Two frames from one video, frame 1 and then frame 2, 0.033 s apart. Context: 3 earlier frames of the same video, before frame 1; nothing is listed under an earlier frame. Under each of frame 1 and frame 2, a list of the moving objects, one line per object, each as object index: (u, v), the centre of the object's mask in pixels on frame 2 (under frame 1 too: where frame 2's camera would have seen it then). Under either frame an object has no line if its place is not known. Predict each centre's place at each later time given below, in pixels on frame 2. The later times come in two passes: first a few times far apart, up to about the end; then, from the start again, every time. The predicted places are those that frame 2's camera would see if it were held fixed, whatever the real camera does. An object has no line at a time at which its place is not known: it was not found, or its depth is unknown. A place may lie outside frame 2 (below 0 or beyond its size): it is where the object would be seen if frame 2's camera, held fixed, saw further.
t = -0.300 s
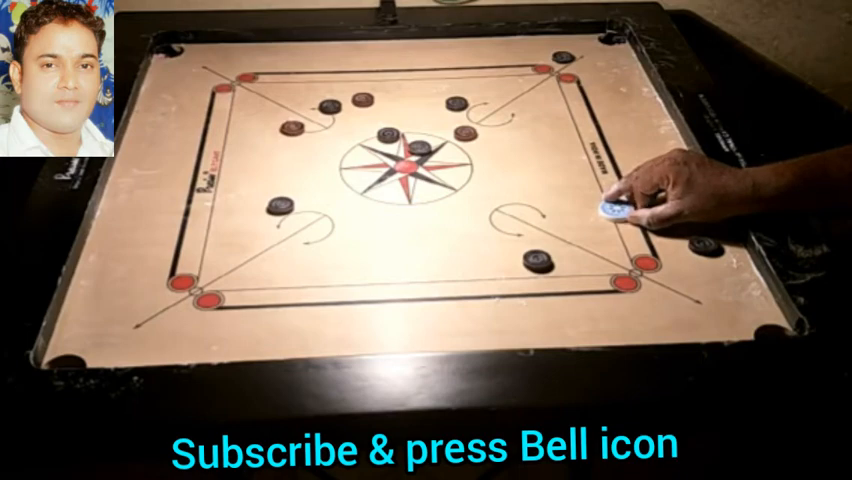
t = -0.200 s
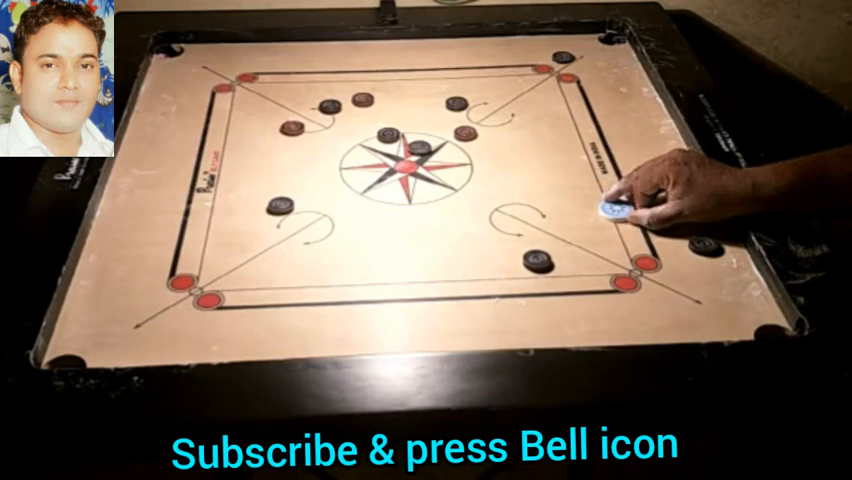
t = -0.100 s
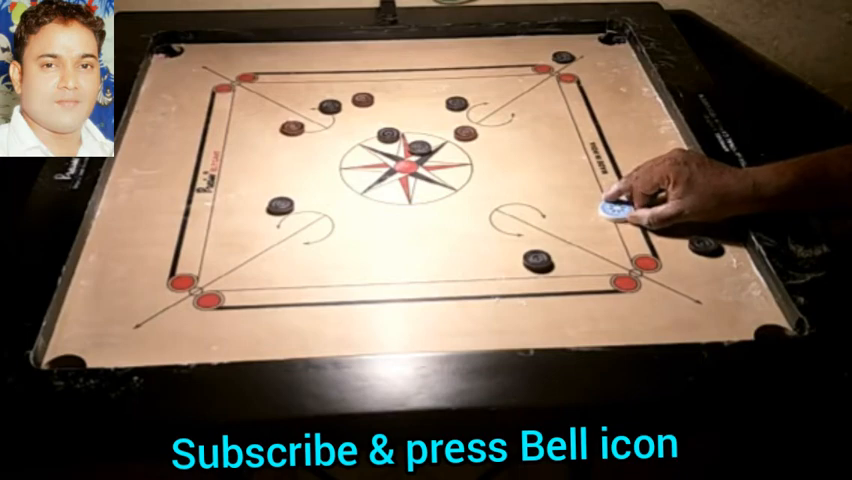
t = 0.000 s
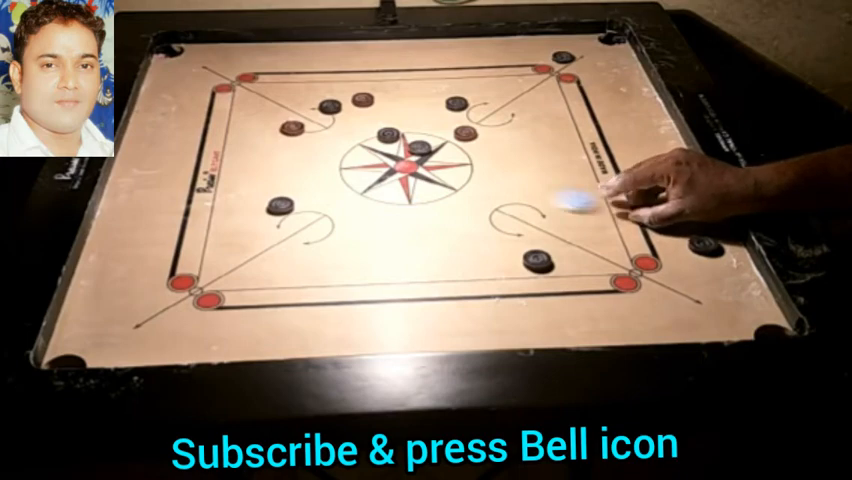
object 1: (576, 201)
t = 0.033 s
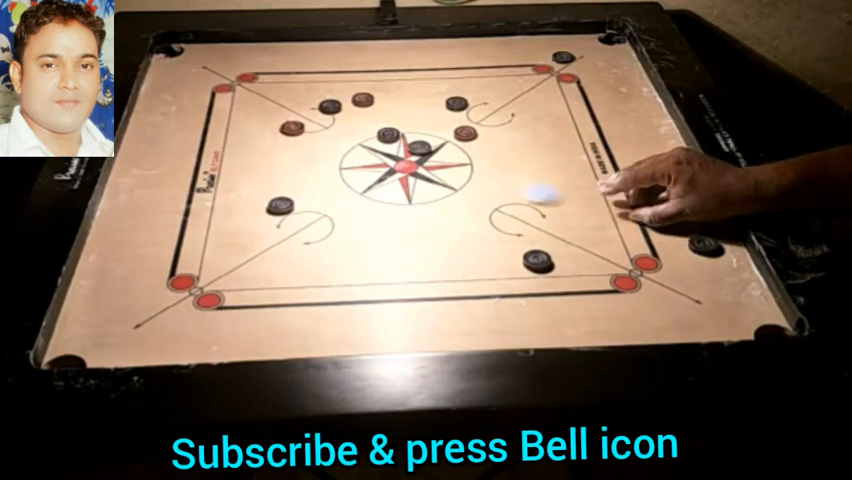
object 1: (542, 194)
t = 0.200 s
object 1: (391, 160)
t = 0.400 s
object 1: (267, 138)
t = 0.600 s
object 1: (198, 135)
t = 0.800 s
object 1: (180, 134)
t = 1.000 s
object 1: (180, 135)
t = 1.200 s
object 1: (180, 135)
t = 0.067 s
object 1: (507, 186)
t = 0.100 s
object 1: (477, 180)
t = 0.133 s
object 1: (447, 172)
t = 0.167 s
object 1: (414, 165)
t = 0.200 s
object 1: (391, 160)
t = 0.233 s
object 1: (365, 154)
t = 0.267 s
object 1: (337, 146)
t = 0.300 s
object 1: (315, 142)
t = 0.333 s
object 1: (295, 139)
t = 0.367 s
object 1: (280, 138)
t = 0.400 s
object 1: (267, 138)
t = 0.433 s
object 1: (254, 137)
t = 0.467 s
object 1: (242, 136)
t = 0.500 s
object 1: (231, 136)
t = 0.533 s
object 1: (222, 135)
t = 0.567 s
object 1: (212, 135)
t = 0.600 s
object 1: (198, 135)
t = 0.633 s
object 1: (193, 134)
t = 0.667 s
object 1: (188, 134)
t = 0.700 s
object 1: (184, 134)
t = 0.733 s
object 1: (182, 134)
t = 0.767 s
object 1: (181, 134)
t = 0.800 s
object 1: (180, 134)
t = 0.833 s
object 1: (180, 134)
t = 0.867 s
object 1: (180, 134)
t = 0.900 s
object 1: (180, 134)
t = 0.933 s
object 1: (180, 135)
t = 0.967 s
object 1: (180, 134)
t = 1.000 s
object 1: (180, 135)
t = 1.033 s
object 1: (180, 135)
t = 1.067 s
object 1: (180, 135)
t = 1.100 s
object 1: (180, 135)
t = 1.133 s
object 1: (180, 135)
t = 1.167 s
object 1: (180, 135)
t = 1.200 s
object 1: (180, 135)
